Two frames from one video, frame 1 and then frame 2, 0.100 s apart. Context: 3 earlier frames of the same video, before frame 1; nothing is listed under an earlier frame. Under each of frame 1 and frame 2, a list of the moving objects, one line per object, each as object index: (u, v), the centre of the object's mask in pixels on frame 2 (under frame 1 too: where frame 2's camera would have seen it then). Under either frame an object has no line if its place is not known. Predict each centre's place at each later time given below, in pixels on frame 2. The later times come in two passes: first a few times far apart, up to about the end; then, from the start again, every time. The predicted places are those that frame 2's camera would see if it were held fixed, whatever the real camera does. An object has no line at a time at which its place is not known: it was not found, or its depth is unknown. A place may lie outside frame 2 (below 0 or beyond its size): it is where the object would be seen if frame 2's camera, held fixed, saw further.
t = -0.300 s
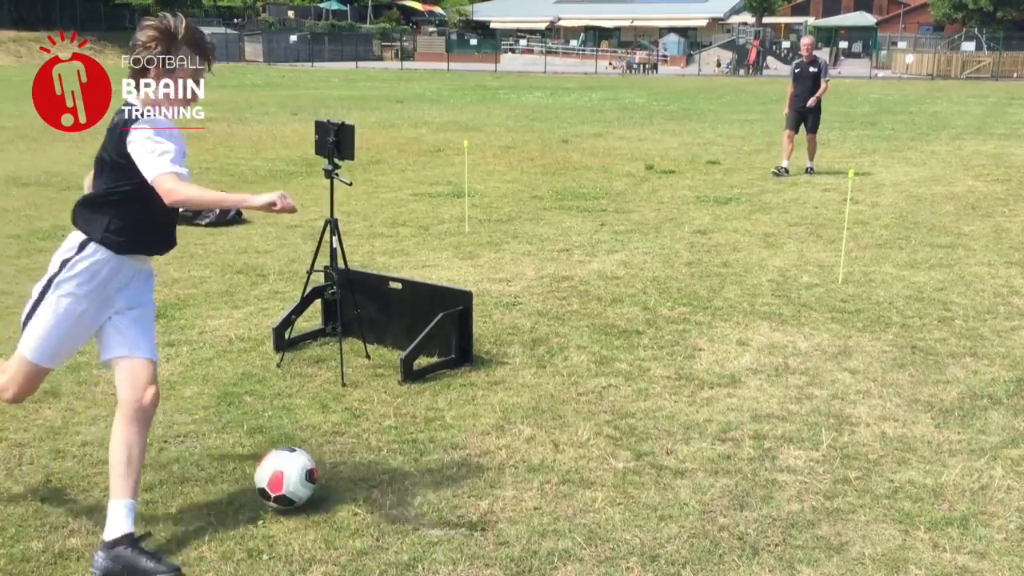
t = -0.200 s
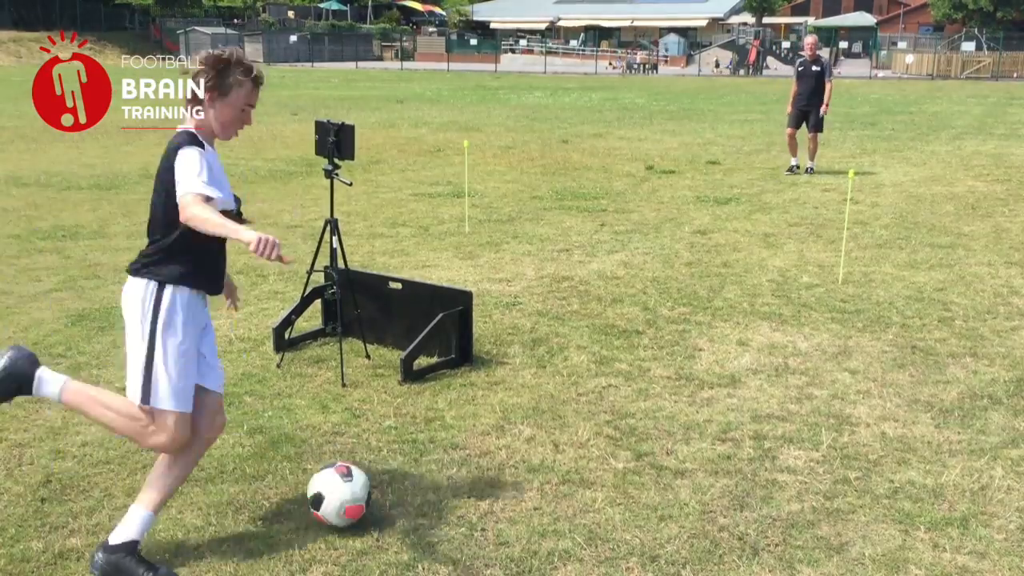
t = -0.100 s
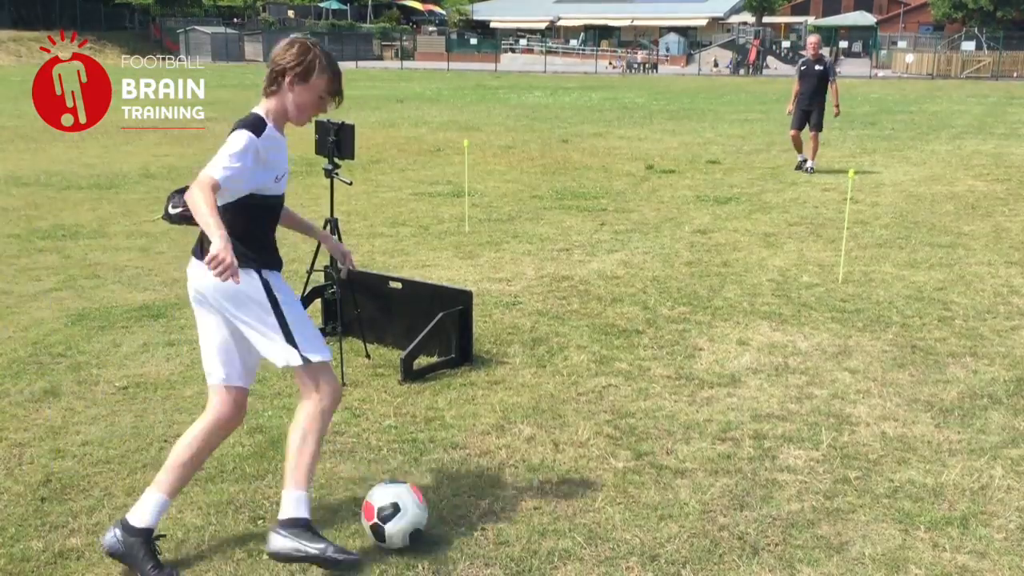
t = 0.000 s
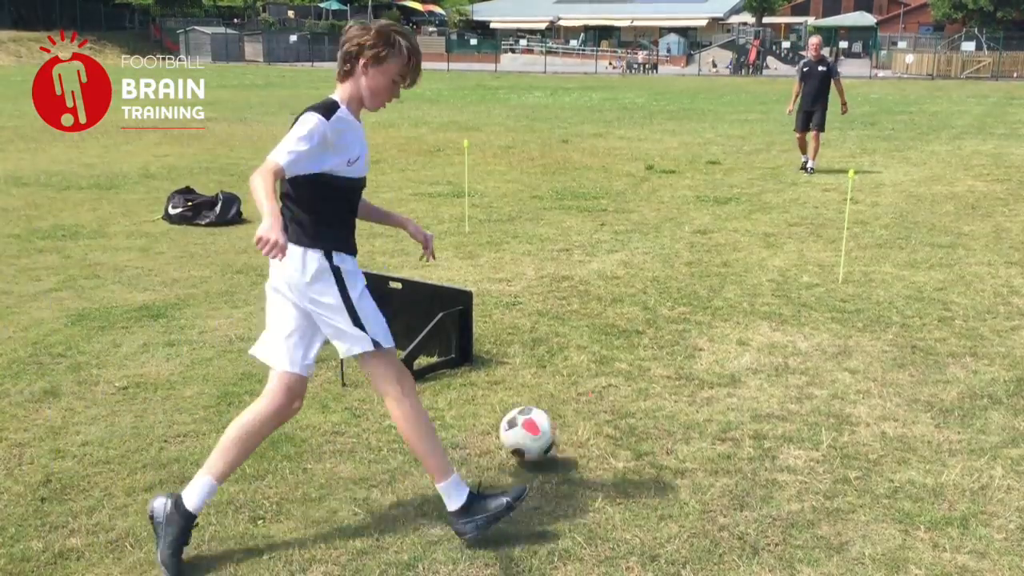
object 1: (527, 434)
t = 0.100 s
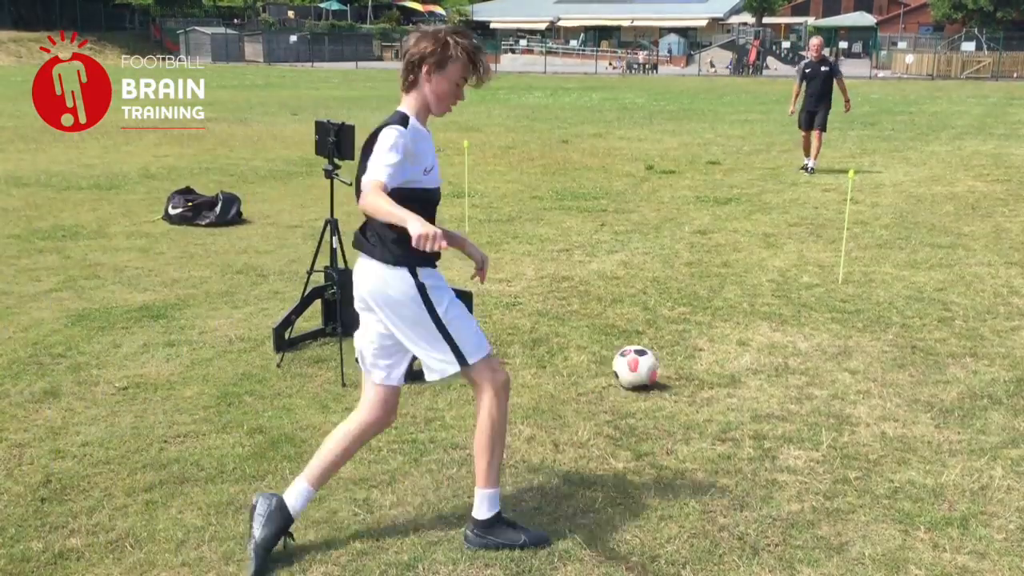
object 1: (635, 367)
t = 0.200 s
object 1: (700, 312)
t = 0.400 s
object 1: (780, 252)
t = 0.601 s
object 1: (827, 228)
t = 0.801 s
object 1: (859, 208)
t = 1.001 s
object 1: (883, 193)
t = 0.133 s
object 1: (659, 347)
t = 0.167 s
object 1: (681, 327)
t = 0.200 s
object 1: (700, 312)
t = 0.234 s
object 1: (718, 301)
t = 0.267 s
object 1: (733, 292)
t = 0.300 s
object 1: (747, 285)
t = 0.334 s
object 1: (759, 277)
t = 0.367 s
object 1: (770, 263)
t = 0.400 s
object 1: (780, 252)
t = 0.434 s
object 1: (789, 243)
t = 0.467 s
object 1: (798, 236)
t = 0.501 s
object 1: (806, 232)
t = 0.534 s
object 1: (813, 229)
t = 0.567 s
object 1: (820, 228)
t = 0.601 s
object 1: (827, 228)
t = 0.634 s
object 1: (833, 225)
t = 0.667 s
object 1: (838, 220)
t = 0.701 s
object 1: (843, 218)
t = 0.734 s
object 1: (849, 215)
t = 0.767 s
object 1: (854, 212)
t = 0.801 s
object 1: (859, 208)
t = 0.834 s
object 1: (863, 204)
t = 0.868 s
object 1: (868, 200)
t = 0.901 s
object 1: (872, 198)
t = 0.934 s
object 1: (875, 197)
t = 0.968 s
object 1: (880, 197)
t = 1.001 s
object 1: (883, 193)
